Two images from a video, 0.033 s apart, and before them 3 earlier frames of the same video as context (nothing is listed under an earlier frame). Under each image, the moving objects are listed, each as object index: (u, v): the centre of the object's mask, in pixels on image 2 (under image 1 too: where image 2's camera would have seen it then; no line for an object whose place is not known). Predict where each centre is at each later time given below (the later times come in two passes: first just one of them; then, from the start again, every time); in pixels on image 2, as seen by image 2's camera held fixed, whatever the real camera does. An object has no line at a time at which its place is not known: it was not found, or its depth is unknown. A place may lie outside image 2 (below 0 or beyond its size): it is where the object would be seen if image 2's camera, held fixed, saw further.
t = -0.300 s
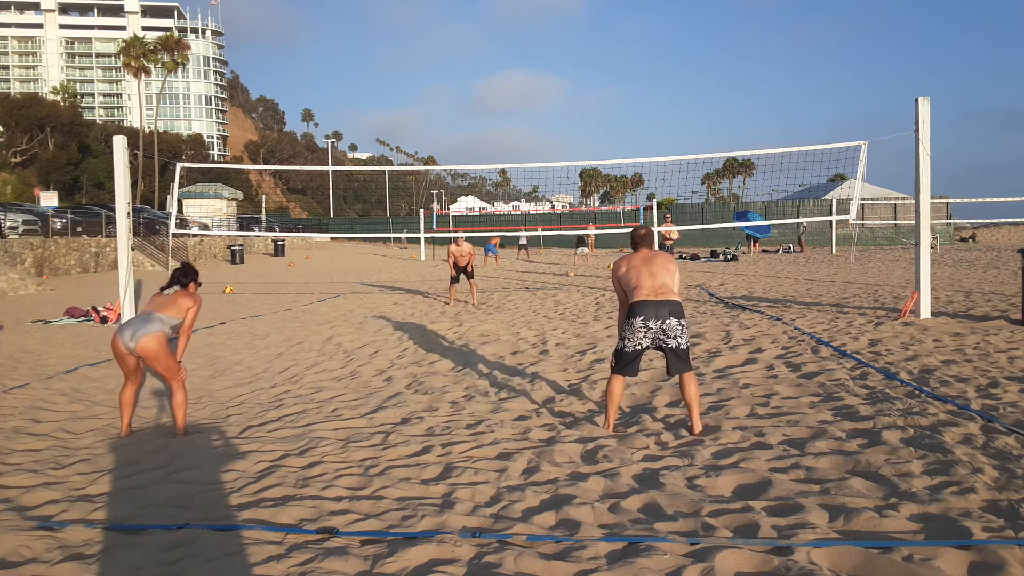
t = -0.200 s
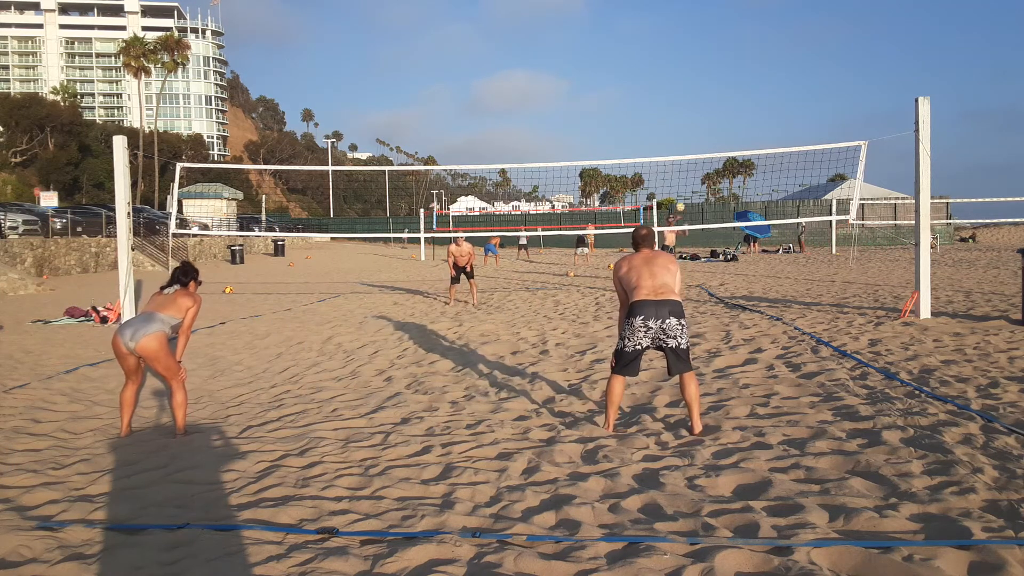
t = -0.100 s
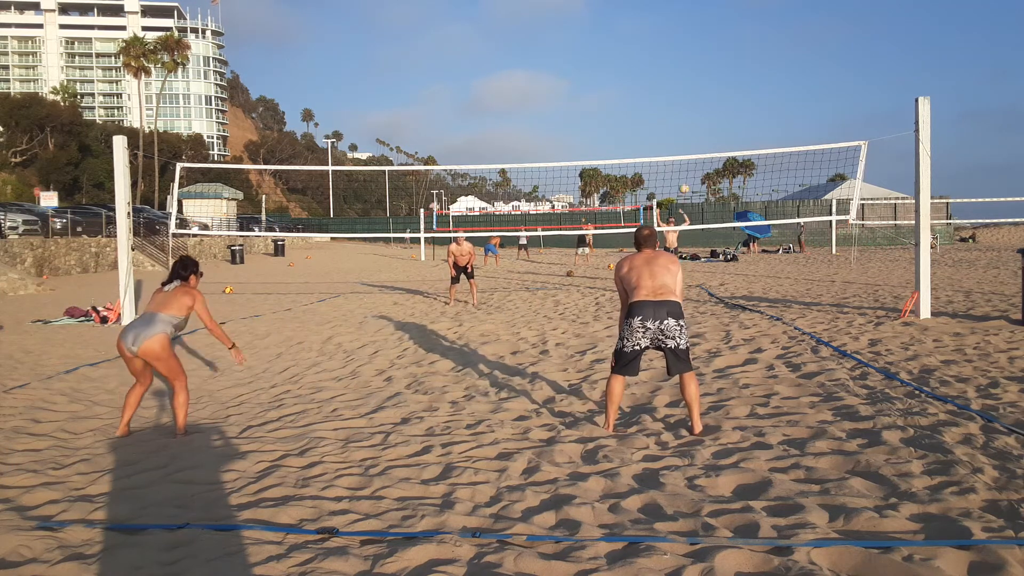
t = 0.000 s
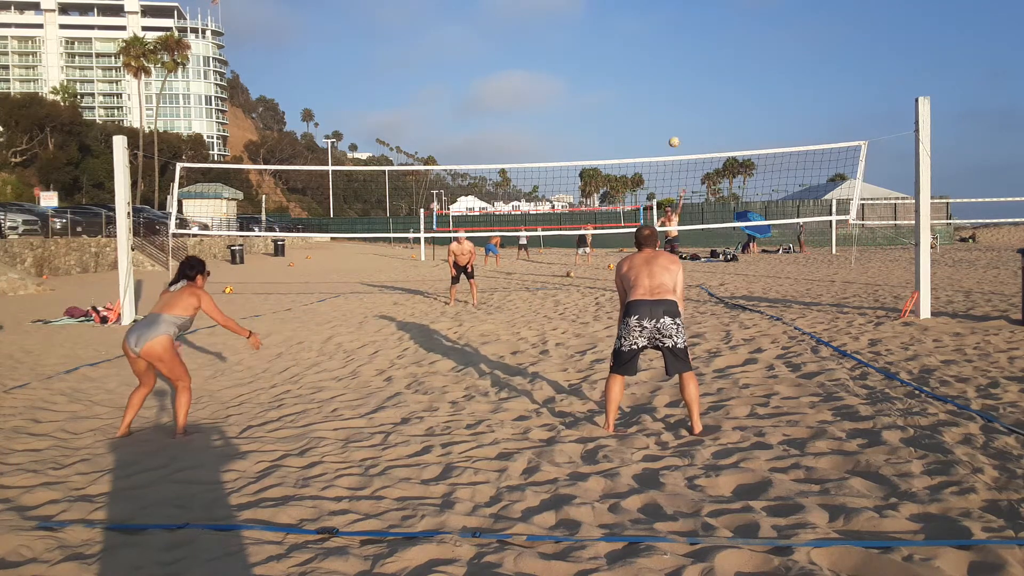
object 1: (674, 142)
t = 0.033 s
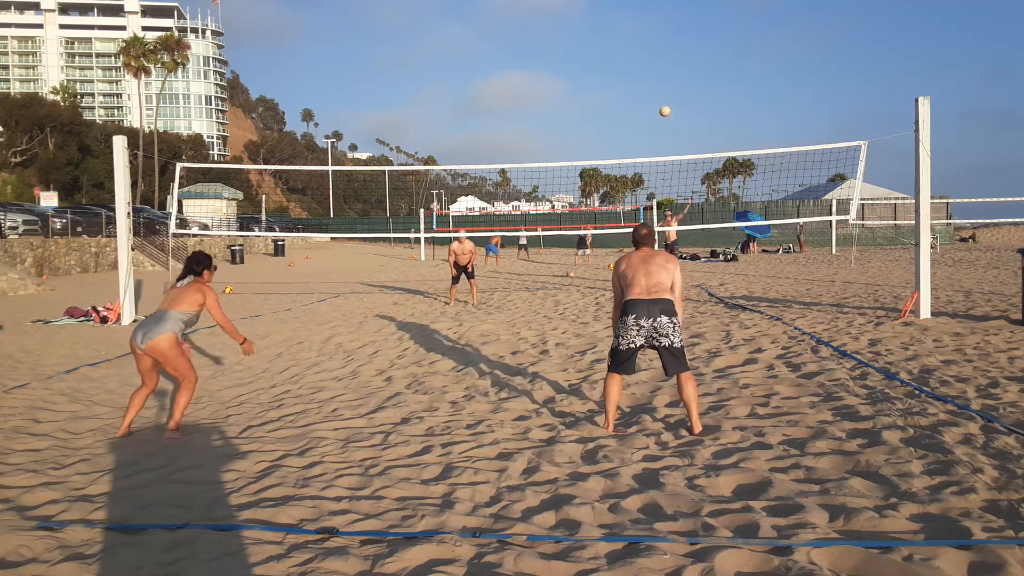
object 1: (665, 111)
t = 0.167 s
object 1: (603, 11)
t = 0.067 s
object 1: (653, 82)
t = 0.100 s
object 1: (639, 56)
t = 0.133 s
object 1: (622, 33)
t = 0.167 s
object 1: (603, 11)
